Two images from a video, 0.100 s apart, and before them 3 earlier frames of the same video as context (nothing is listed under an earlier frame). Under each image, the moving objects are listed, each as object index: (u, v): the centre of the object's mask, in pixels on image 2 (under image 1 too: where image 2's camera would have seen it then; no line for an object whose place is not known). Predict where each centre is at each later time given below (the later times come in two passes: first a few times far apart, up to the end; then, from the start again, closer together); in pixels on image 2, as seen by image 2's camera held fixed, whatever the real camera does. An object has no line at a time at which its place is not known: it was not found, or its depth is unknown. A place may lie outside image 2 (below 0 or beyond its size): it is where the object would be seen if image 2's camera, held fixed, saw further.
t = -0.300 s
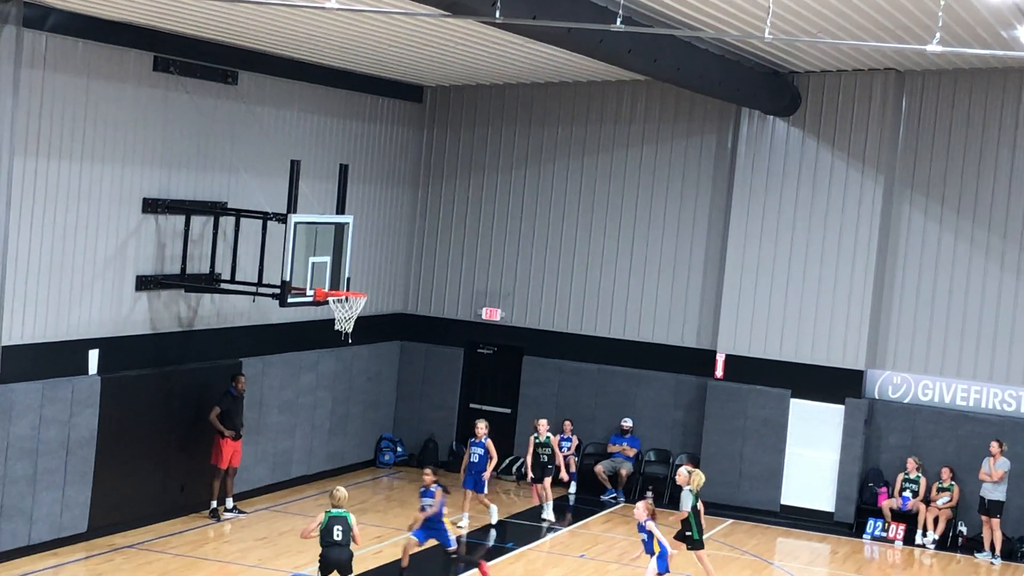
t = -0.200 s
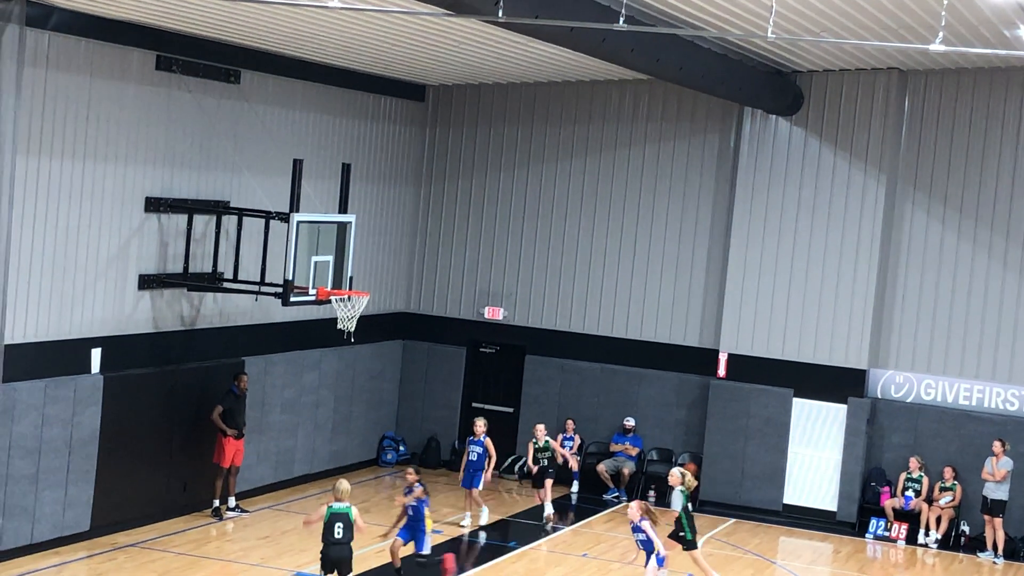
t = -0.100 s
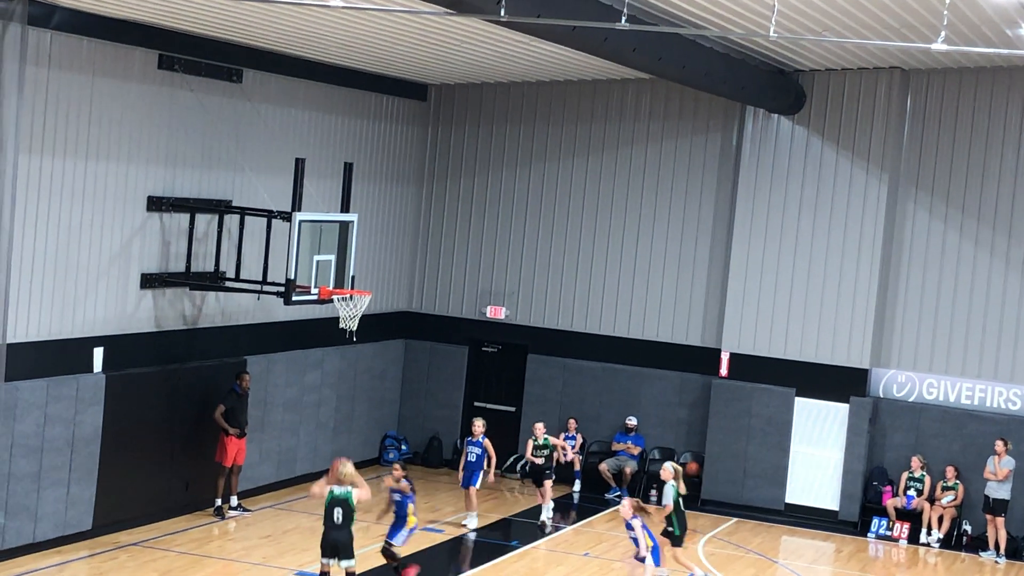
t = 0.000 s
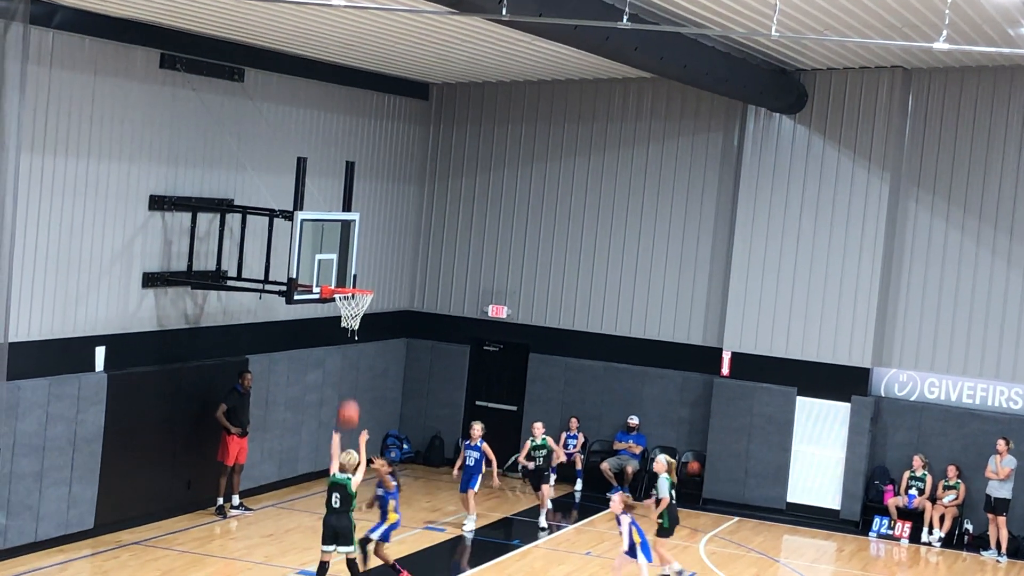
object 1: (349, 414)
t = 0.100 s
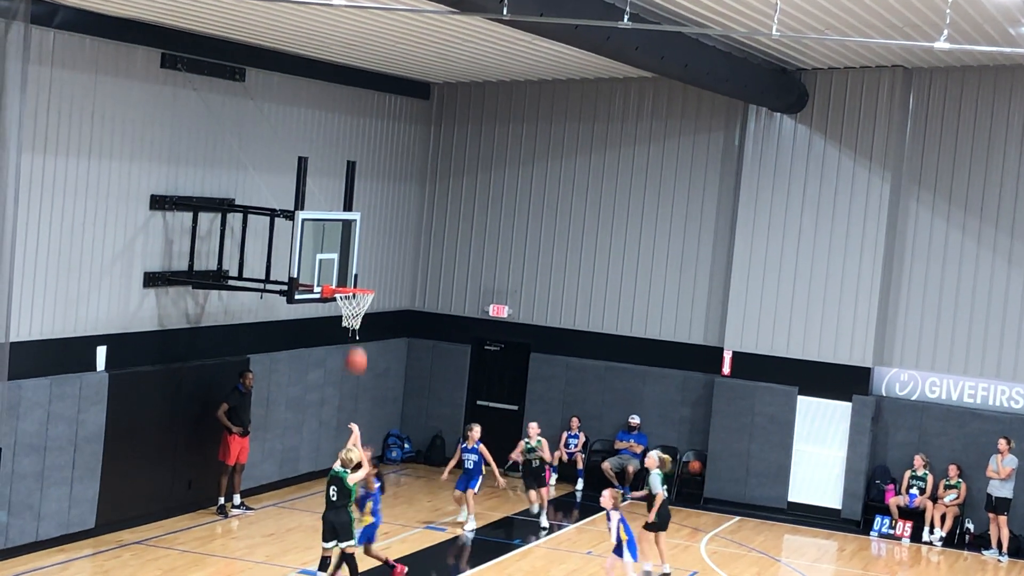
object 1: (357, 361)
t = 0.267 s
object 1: (365, 296)
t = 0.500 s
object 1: (371, 252)
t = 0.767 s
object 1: (373, 260)
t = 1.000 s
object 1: (380, 271)
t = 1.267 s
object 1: (401, 270)
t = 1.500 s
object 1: (414, 316)
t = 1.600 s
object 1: (419, 347)
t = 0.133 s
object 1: (359, 345)
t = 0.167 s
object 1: (360, 332)
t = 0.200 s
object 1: (362, 319)
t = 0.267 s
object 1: (365, 296)
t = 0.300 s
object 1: (366, 286)
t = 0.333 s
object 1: (367, 279)
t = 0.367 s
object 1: (369, 271)
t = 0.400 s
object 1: (369, 264)
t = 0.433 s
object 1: (370, 260)
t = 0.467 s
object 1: (371, 255)
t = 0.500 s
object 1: (371, 252)
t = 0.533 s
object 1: (371, 250)
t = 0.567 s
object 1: (372, 249)
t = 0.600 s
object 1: (372, 248)
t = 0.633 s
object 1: (373, 249)
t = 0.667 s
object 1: (373, 250)
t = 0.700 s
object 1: (373, 253)
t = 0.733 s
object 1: (373, 256)
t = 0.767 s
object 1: (373, 260)
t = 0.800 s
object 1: (372, 265)
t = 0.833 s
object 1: (372, 270)
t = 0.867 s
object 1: (372, 277)
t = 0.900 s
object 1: (372, 283)
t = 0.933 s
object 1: (374, 279)
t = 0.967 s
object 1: (377, 275)
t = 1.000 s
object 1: (380, 271)
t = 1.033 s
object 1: (383, 268)
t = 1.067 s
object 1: (386, 266)
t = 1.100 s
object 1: (389, 264)
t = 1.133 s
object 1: (392, 264)
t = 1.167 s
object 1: (395, 264)
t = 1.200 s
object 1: (397, 265)
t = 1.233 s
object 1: (399, 267)
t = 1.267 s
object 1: (401, 270)
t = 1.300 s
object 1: (404, 274)
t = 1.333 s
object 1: (406, 279)
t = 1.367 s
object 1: (408, 284)
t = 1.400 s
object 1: (410, 290)
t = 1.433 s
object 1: (413, 298)
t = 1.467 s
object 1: (413, 307)
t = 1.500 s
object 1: (414, 316)
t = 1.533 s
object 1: (416, 326)
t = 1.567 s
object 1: (417, 336)
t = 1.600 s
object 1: (419, 347)
